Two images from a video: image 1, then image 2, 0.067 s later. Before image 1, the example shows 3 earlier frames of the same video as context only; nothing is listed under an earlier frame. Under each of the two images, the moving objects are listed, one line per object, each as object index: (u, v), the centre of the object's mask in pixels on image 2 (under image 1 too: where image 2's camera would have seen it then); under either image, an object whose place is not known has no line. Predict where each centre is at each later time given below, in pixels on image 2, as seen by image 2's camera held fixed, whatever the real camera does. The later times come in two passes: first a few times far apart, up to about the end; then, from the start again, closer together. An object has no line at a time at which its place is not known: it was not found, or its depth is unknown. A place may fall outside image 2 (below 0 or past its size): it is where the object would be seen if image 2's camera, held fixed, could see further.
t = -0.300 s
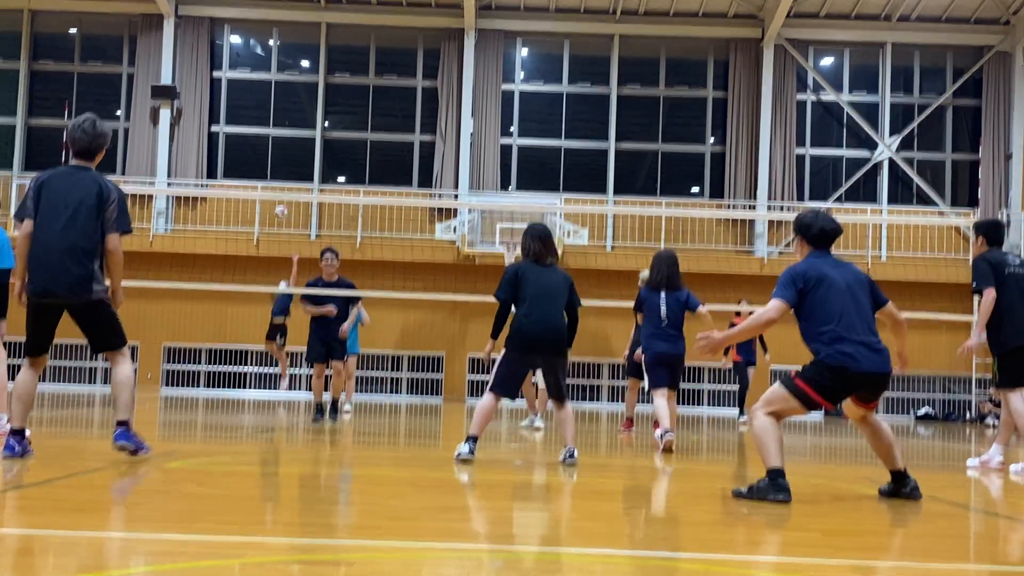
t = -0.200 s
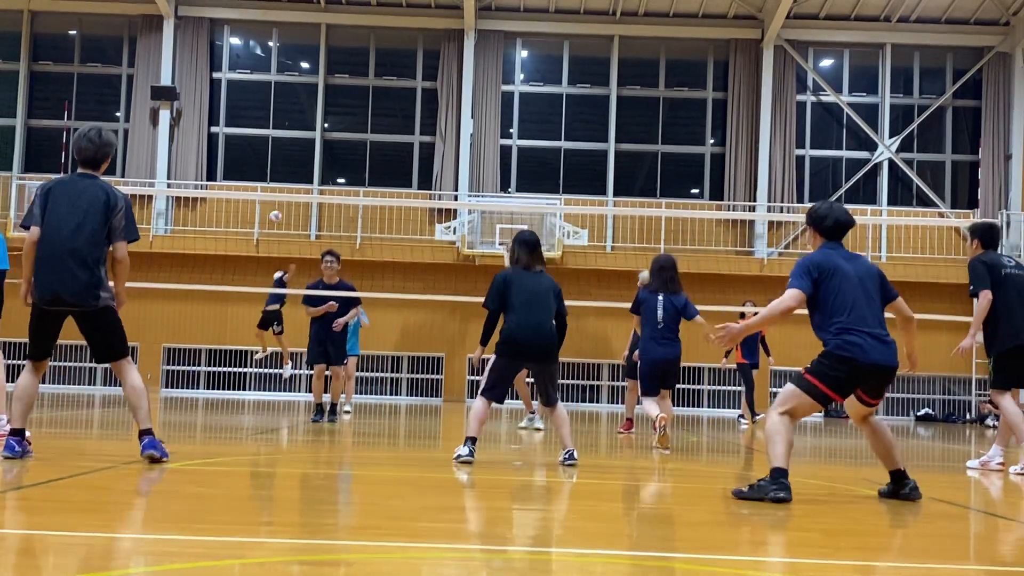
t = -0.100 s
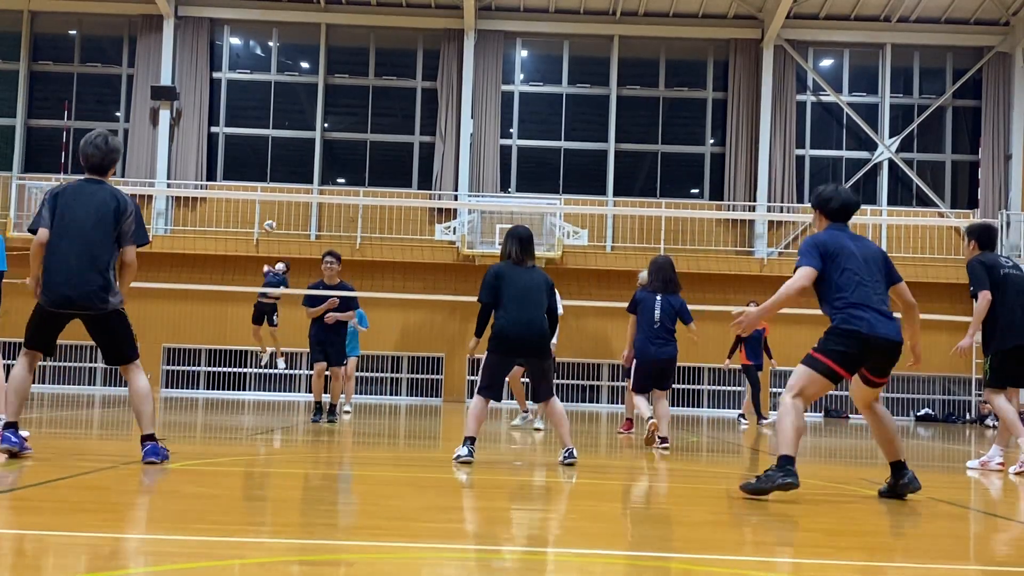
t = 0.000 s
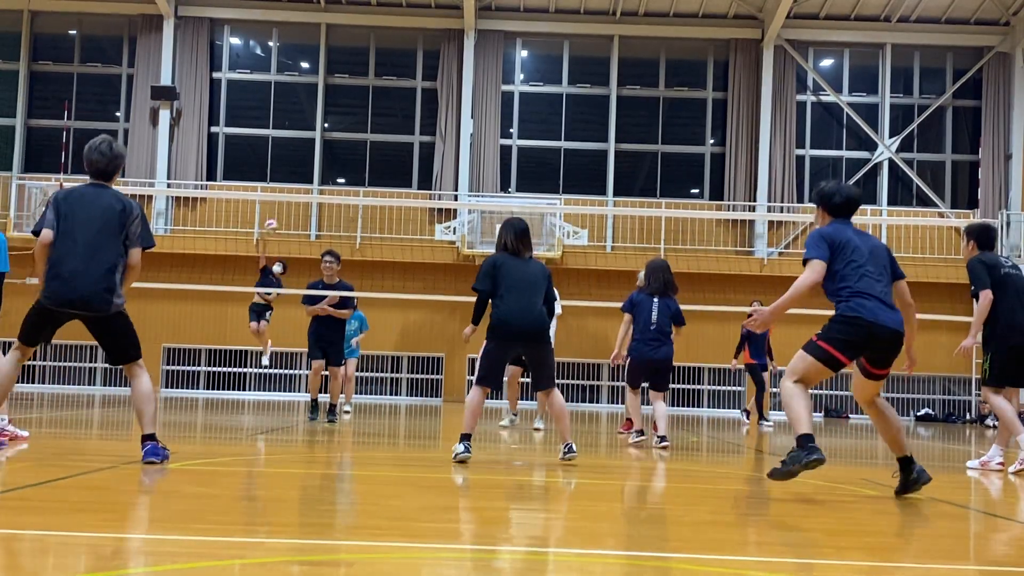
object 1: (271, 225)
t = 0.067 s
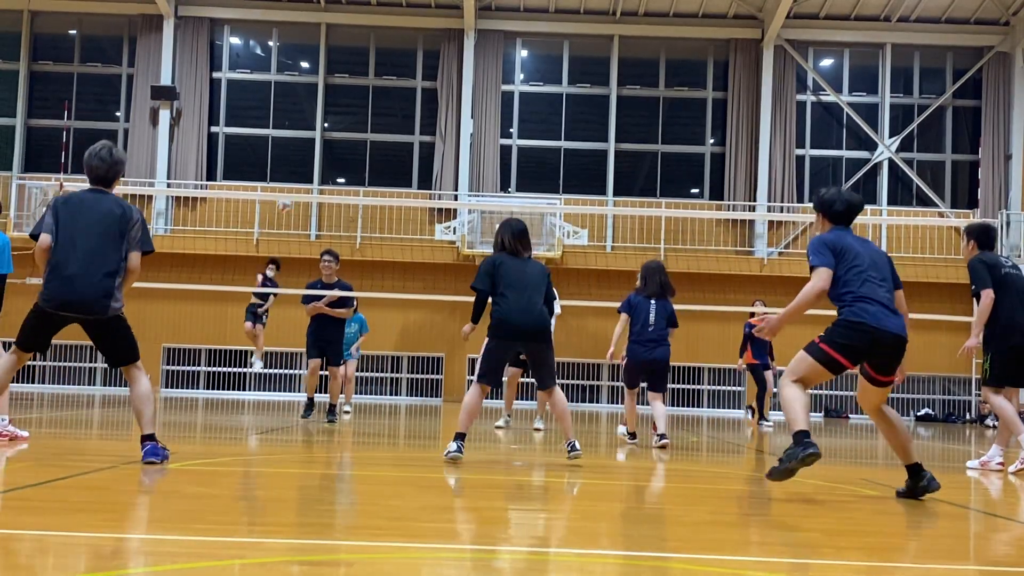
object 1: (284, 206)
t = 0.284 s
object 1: (353, 160)
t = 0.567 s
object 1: (548, 193)
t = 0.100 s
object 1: (292, 191)
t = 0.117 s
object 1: (296, 188)
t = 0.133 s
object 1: (301, 185)
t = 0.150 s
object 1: (305, 181)
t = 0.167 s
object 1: (311, 178)
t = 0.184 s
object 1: (316, 175)
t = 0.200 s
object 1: (321, 172)
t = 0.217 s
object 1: (327, 169)
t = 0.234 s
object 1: (333, 166)
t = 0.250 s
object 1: (339, 164)
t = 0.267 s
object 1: (346, 162)
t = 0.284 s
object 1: (353, 160)
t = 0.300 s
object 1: (361, 158)
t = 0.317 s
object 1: (368, 157)
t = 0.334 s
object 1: (377, 156)
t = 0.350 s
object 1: (386, 156)
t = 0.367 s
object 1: (395, 155)
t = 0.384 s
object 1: (404, 155)
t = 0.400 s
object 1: (415, 156)
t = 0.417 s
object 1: (425, 157)
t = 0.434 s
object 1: (436, 158)
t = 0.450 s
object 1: (448, 160)
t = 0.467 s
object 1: (461, 163)
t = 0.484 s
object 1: (474, 167)
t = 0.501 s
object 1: (488, 169)
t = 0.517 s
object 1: (503, 175)
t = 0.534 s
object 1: (517, 180)
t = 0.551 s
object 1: (532, 185)
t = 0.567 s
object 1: (548, 193)
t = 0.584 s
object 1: (567, 200)
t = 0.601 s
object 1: (585, 208)
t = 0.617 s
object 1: (605, 218)
